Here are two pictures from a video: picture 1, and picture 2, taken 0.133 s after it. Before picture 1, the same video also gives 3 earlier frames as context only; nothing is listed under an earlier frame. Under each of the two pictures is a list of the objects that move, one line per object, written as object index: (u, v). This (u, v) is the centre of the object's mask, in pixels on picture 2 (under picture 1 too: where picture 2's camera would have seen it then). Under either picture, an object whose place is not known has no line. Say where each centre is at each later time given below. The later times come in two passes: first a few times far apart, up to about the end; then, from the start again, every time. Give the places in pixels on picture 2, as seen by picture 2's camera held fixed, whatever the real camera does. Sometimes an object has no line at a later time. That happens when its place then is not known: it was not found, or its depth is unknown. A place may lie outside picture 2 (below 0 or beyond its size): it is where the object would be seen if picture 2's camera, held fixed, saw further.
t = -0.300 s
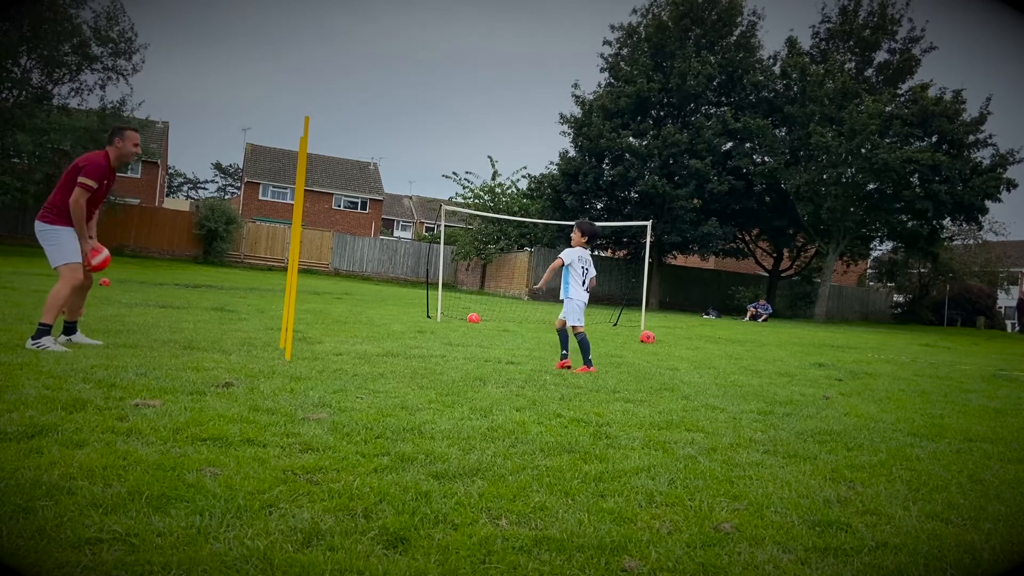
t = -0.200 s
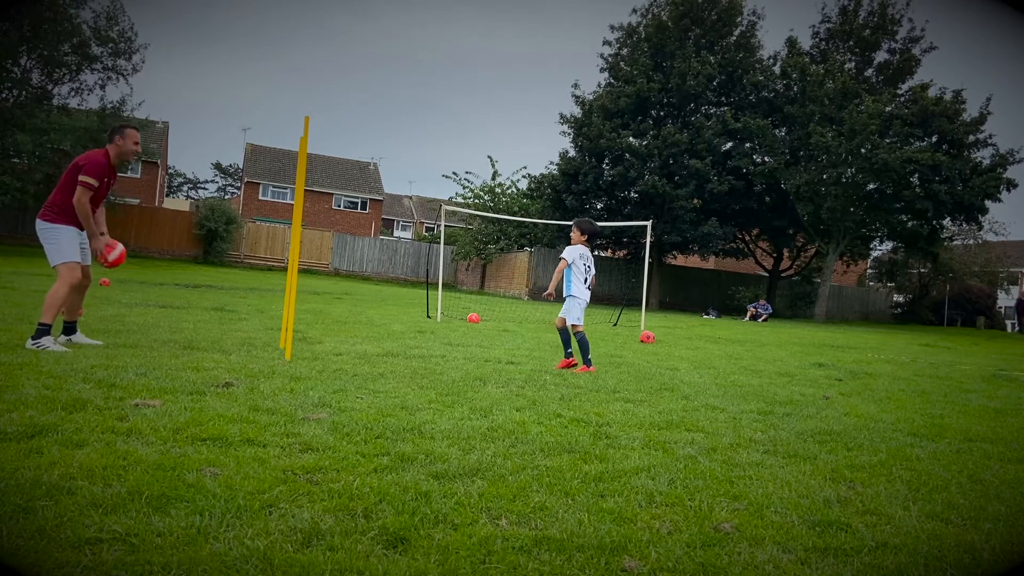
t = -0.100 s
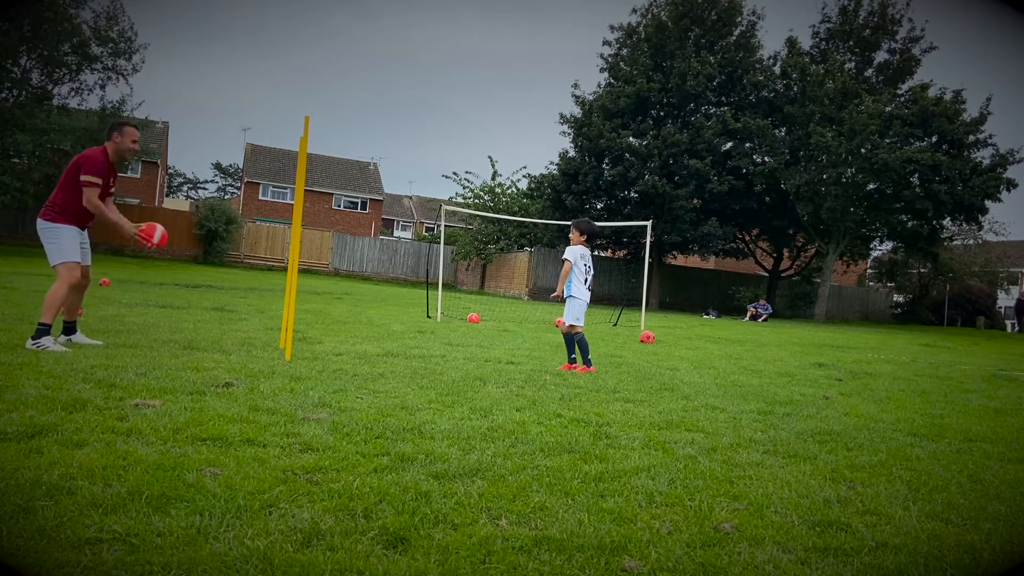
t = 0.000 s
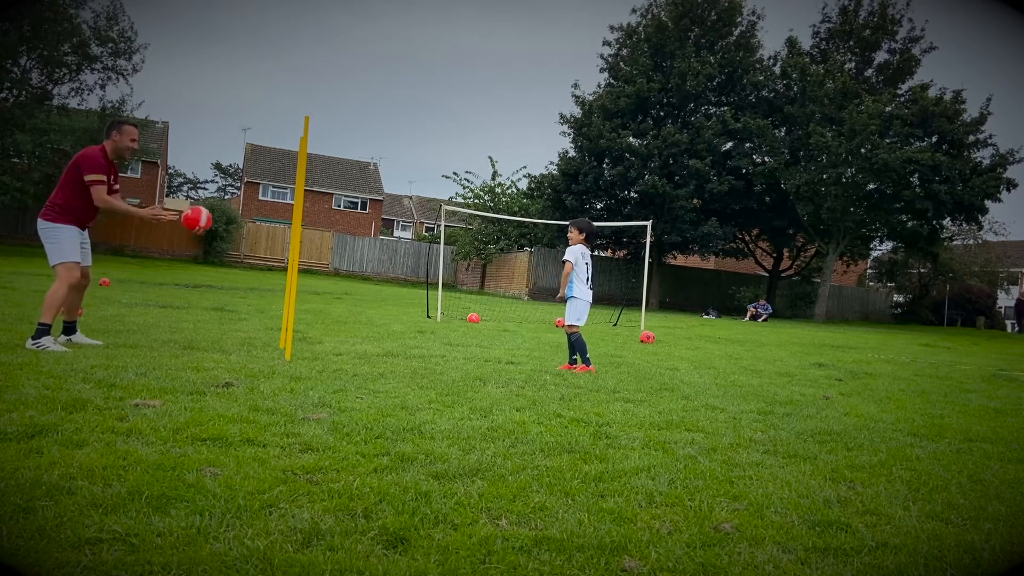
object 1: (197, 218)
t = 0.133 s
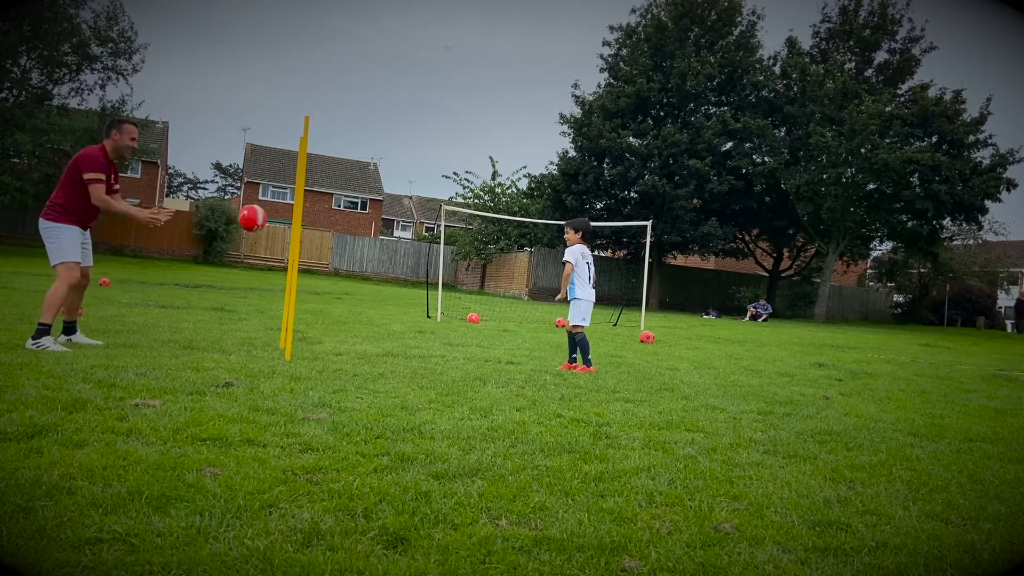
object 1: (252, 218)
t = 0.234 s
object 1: (287, 232)
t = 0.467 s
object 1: (369, 313)
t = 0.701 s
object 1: (422, 308)
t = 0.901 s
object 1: (456, 296)
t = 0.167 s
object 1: (265, 221)
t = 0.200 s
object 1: (278, 226)
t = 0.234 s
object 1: (287, 232)
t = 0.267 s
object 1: (303, 240)
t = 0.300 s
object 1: (314, 248)
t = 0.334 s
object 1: (326, 259)
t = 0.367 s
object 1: (337, 270)
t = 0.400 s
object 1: (348, 283)
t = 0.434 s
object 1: (358, 297)
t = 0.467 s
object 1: (369, 313)
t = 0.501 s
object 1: (379, 329)
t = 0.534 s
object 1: (388, 347)
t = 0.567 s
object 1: (396, 344)
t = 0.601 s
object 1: (403, 333)
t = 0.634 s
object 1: (409, 323)
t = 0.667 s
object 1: (416, 315)
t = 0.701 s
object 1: (422, 308)
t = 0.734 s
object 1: (428, 303)
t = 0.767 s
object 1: (434, 299)
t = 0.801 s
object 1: (440, 296)
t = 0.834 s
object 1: (446, 295)
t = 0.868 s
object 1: (451, 295)
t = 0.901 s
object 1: (456, 296)
